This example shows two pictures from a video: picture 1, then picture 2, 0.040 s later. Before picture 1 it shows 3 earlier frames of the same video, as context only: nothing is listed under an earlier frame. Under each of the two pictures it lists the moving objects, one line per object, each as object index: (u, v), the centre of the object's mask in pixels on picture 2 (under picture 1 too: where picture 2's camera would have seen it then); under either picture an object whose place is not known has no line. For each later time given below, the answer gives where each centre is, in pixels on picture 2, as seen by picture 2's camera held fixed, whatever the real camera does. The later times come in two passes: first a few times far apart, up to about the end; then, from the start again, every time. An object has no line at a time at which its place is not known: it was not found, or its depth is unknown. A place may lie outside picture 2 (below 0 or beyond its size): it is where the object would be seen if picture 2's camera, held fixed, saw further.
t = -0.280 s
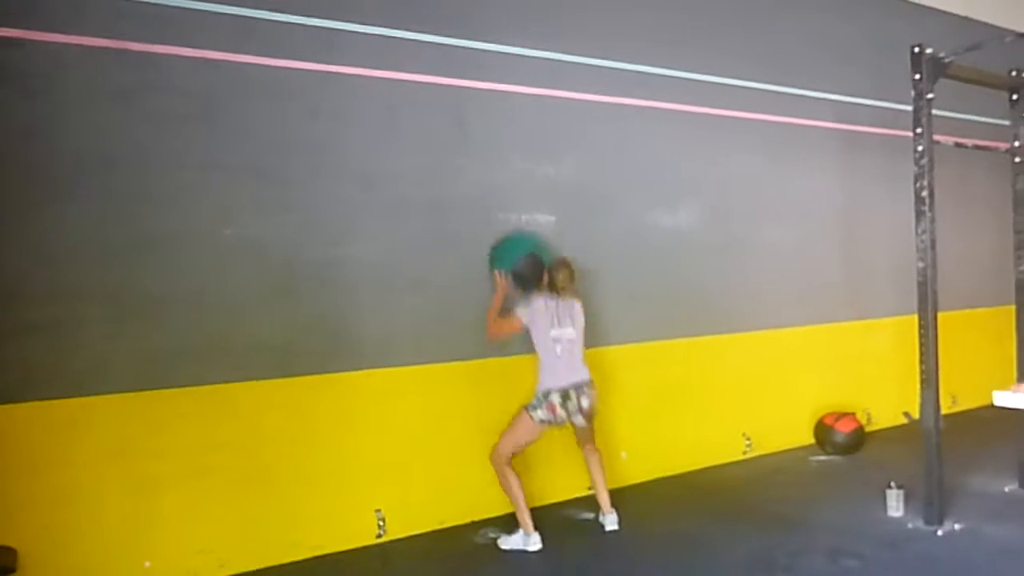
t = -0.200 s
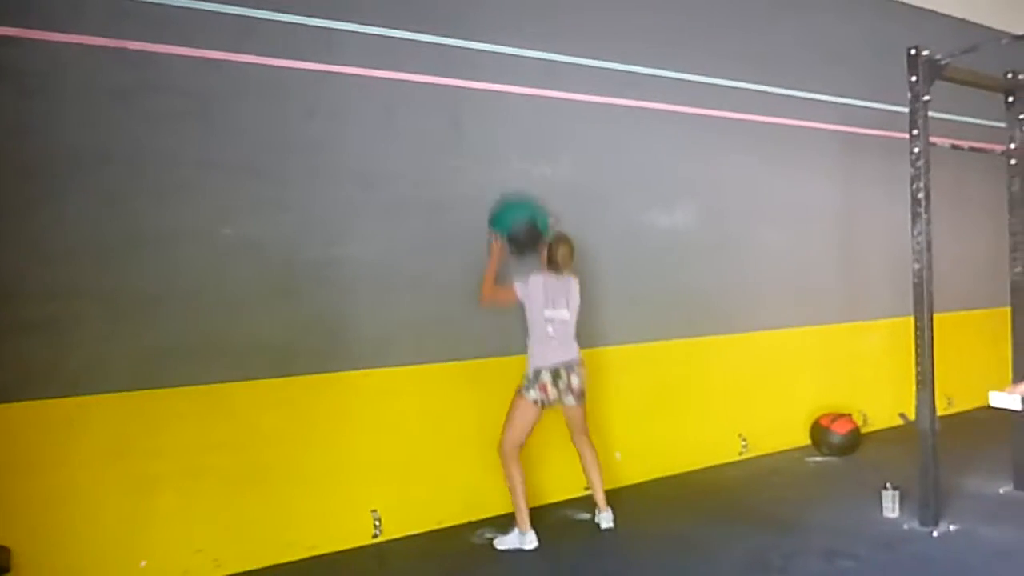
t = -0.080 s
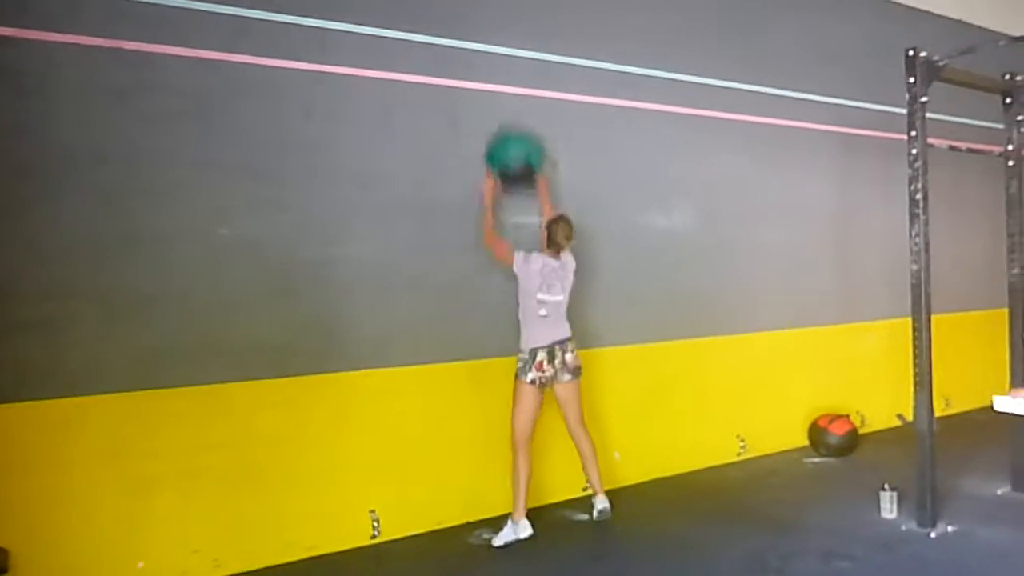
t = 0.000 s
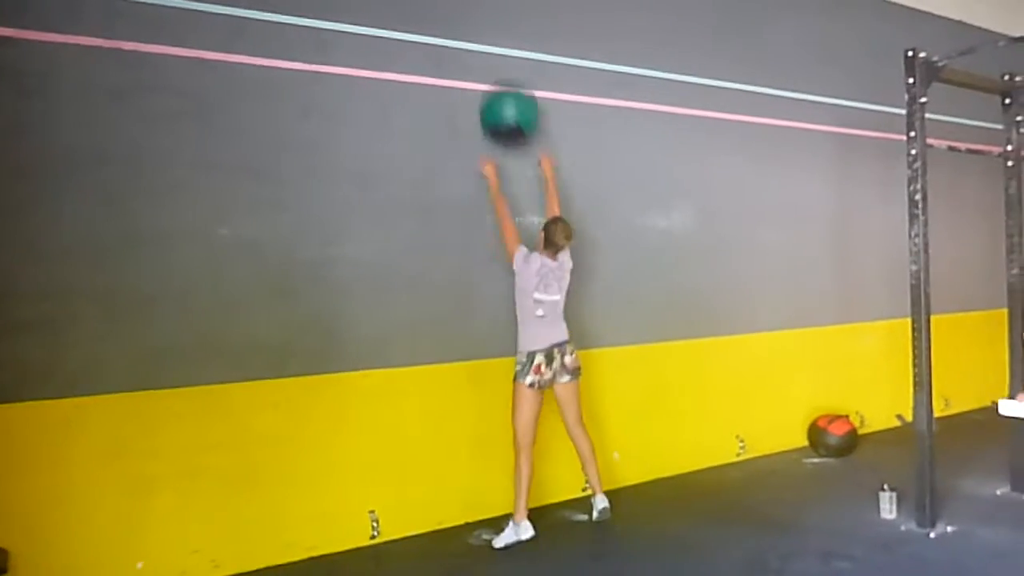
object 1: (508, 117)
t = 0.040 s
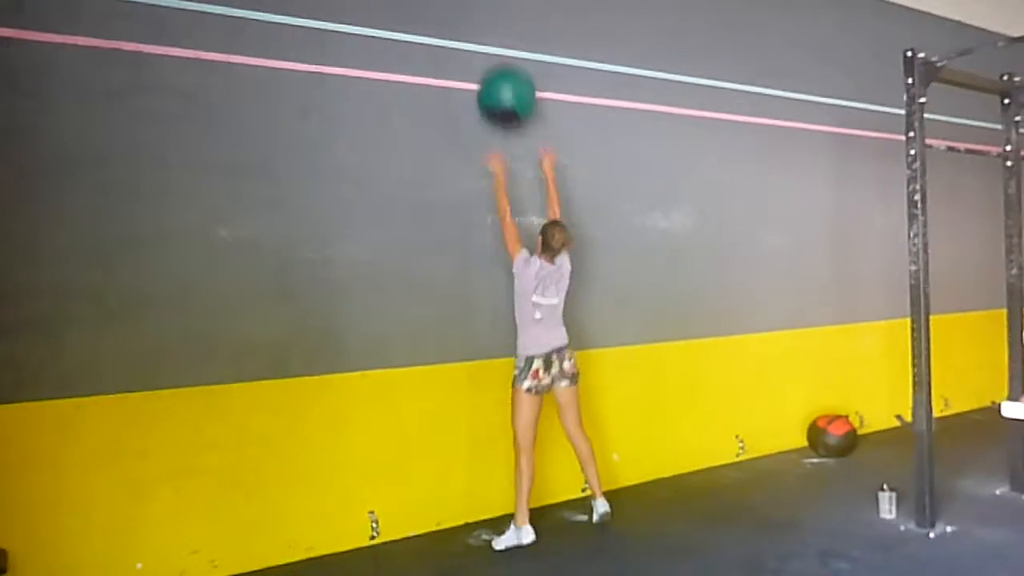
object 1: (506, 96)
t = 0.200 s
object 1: (497, 49)
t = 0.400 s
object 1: (500, 47)
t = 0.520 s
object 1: (506, 78)
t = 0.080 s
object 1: (504, 81)
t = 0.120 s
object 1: (502, 67)
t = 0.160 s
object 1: (500, 57)
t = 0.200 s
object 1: (497, 49)
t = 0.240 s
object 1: (496, 44)
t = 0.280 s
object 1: (496, 42)
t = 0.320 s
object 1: (497, 41)
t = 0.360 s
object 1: (499, 42)
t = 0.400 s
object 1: (500, 47)
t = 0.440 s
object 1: (502, 54)
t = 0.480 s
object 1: (505, 65)
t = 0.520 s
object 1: (506, 78)
